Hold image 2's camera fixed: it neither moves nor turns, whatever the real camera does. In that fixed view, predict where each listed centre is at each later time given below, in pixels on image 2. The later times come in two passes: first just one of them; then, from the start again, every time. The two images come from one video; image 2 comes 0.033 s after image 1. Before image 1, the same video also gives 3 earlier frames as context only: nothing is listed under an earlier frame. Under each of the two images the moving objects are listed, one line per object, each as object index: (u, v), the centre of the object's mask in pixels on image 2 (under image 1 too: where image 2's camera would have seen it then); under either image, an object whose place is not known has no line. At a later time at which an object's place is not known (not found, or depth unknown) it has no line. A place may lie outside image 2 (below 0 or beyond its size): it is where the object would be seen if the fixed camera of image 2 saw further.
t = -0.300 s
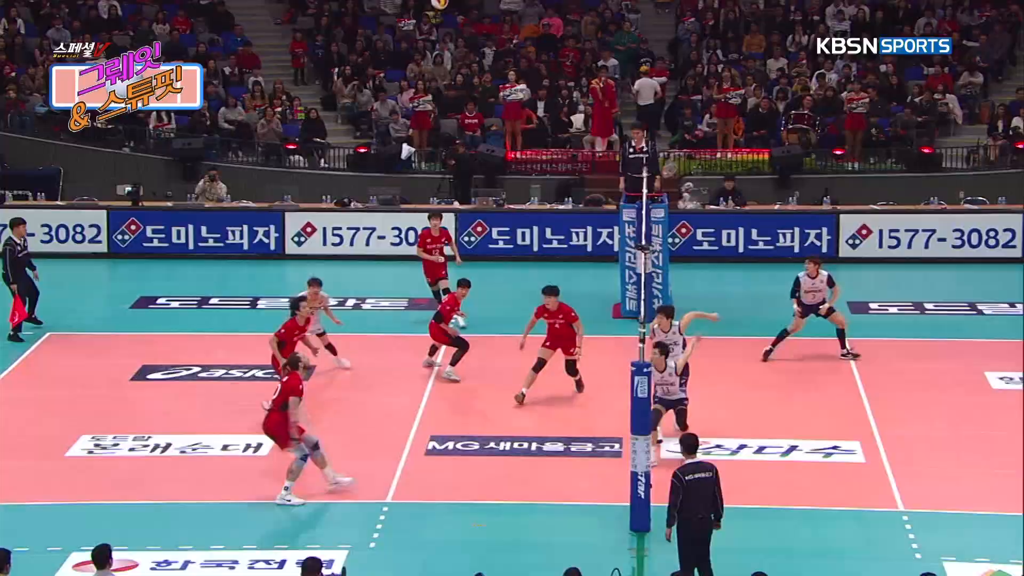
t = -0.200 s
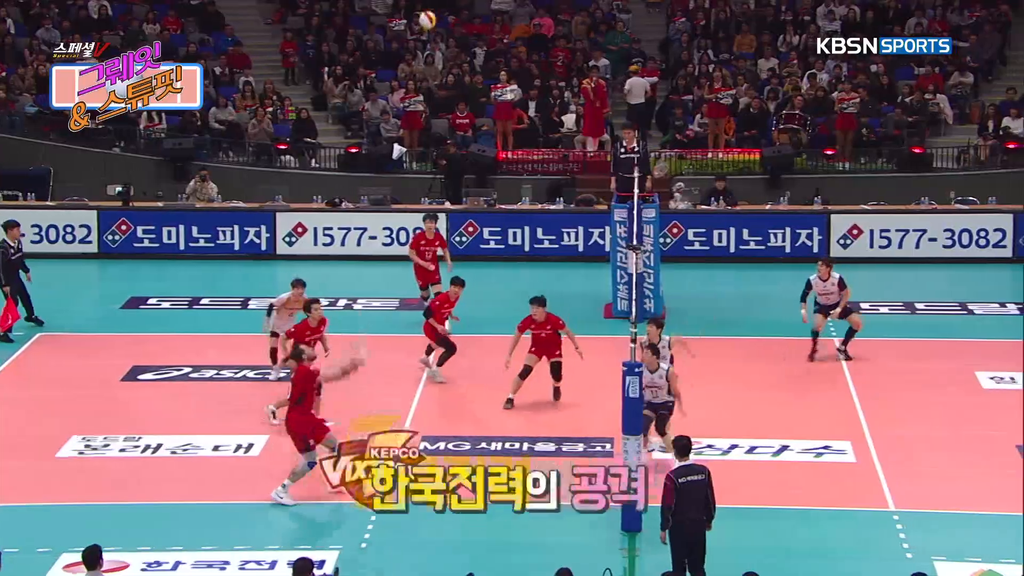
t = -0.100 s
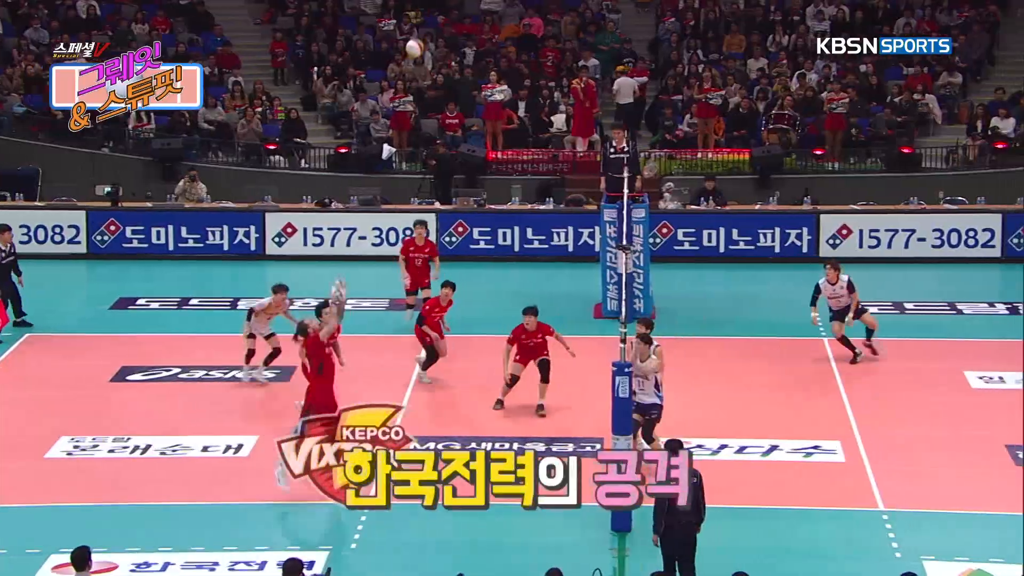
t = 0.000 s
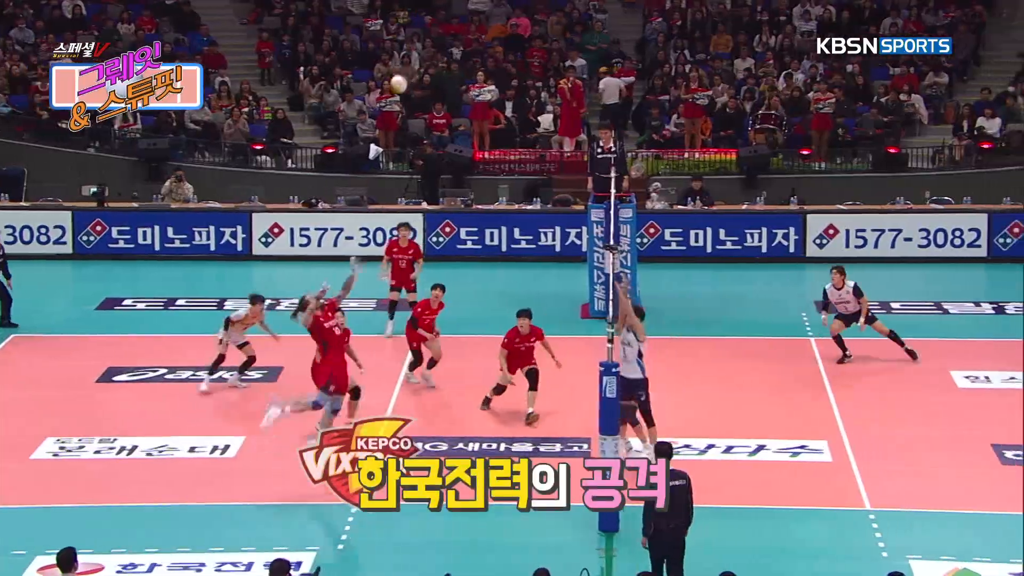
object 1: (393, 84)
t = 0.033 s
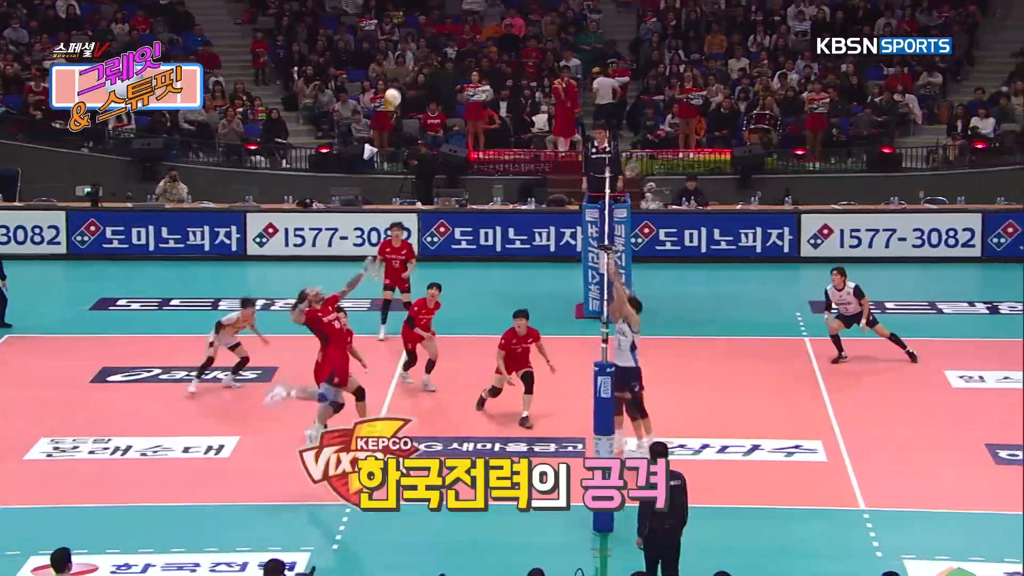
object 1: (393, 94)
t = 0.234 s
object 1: (387, 195)
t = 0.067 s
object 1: (393, 109)
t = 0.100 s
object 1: (392, 125)
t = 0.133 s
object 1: (391, 140)
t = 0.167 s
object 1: (388, 160)
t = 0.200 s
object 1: (387, 177)
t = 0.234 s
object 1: (387, 195)
